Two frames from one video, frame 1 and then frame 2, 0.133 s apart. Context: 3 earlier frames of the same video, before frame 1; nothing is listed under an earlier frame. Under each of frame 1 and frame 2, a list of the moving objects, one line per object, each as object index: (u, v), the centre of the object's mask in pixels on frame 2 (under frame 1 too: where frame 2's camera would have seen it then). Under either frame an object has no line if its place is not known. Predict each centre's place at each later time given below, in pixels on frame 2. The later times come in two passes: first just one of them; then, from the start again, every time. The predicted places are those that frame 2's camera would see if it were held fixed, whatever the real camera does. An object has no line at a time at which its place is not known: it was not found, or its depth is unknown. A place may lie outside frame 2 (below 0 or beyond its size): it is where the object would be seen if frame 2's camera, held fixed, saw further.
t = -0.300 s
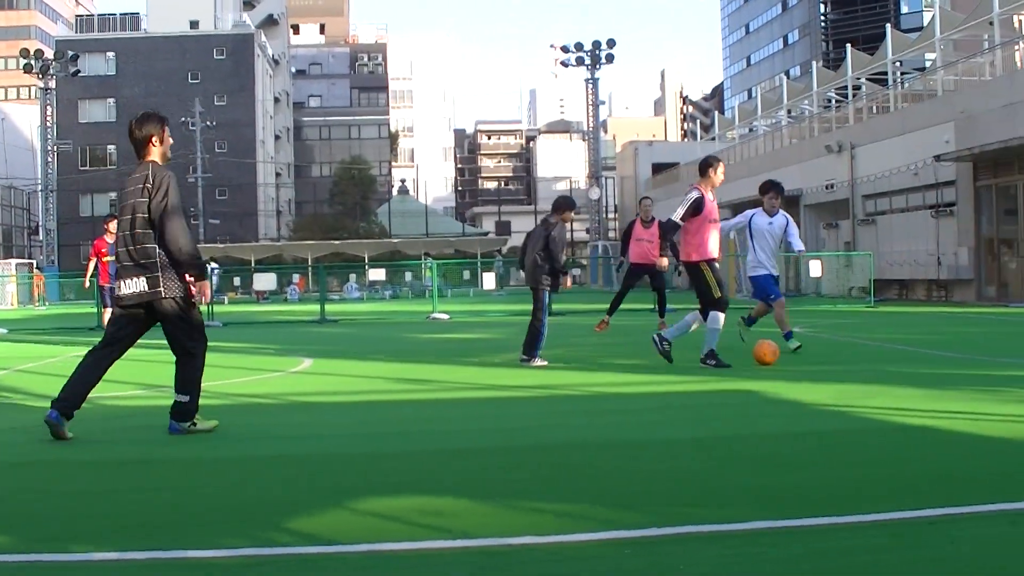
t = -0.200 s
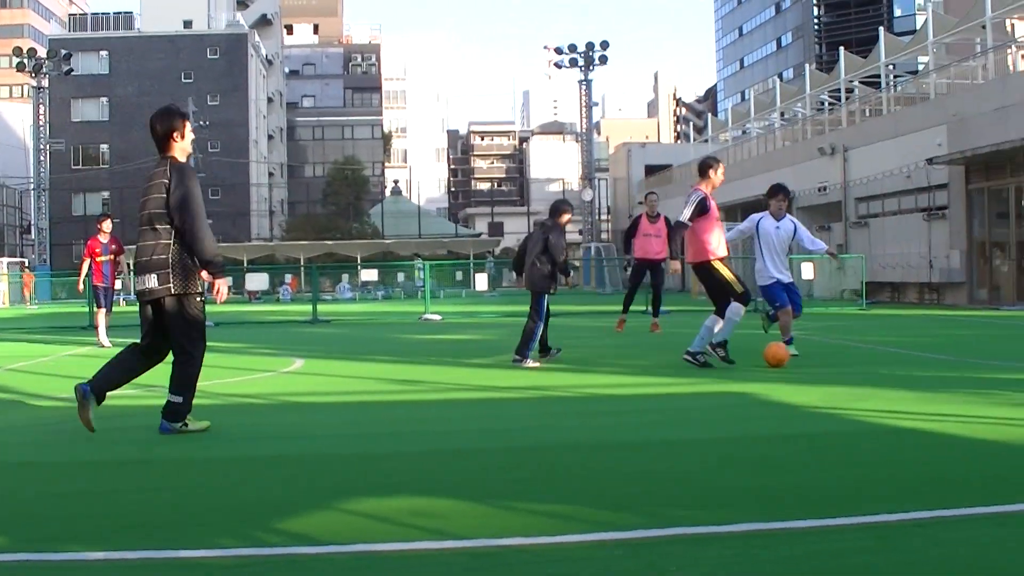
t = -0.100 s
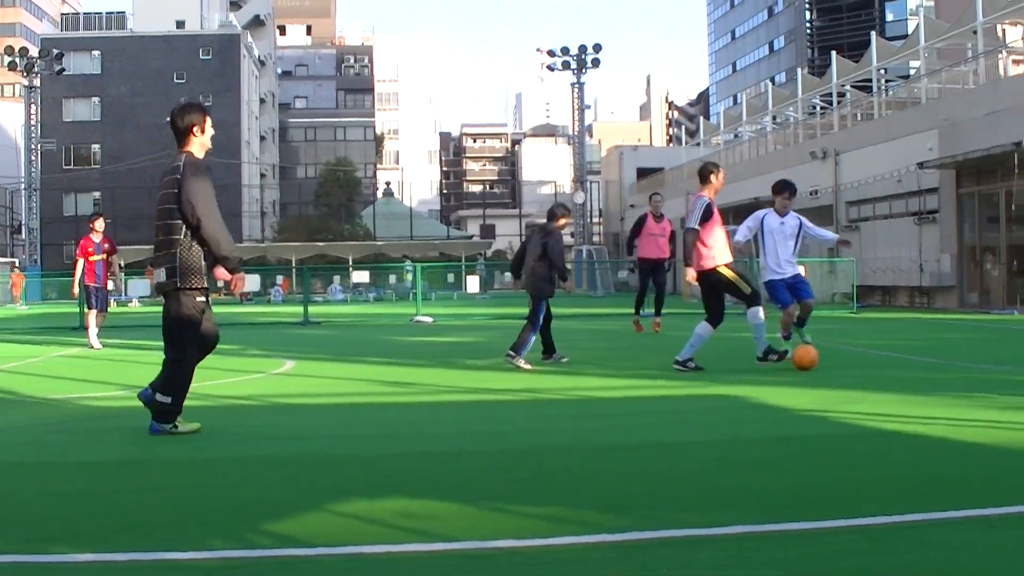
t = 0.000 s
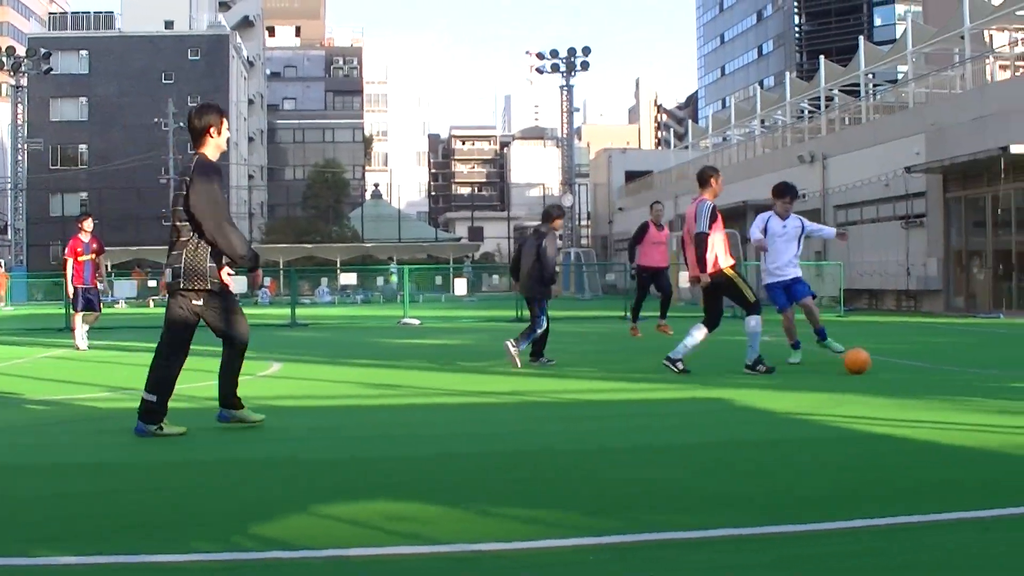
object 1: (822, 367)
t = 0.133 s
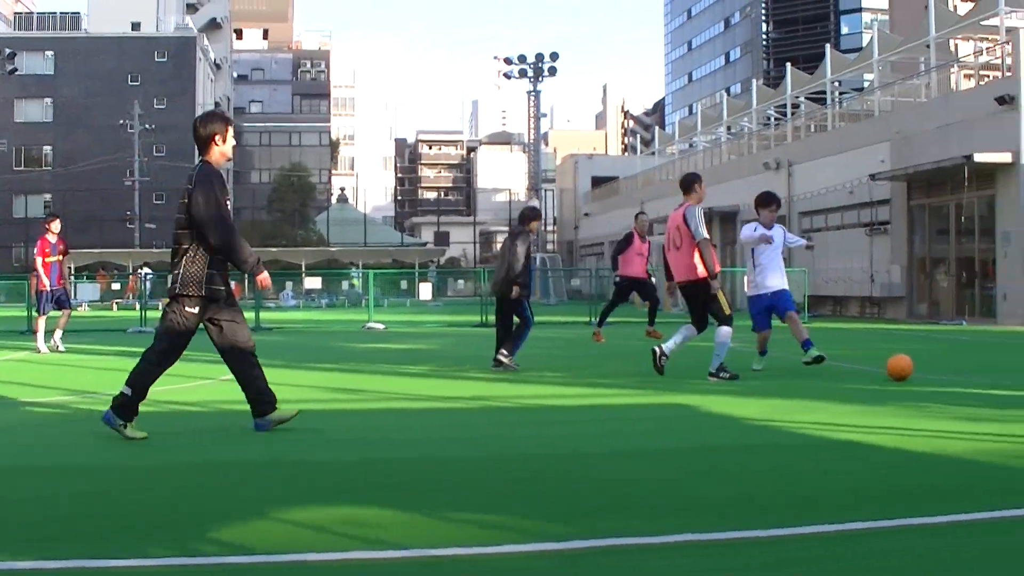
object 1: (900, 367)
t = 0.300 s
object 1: (995, 369)
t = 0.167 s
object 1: (919, 367)
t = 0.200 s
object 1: (938, 369)
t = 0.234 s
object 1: (957, 368)
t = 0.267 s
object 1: (976, 369)
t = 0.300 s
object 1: (995, 369)
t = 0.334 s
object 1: (1016, 369)
